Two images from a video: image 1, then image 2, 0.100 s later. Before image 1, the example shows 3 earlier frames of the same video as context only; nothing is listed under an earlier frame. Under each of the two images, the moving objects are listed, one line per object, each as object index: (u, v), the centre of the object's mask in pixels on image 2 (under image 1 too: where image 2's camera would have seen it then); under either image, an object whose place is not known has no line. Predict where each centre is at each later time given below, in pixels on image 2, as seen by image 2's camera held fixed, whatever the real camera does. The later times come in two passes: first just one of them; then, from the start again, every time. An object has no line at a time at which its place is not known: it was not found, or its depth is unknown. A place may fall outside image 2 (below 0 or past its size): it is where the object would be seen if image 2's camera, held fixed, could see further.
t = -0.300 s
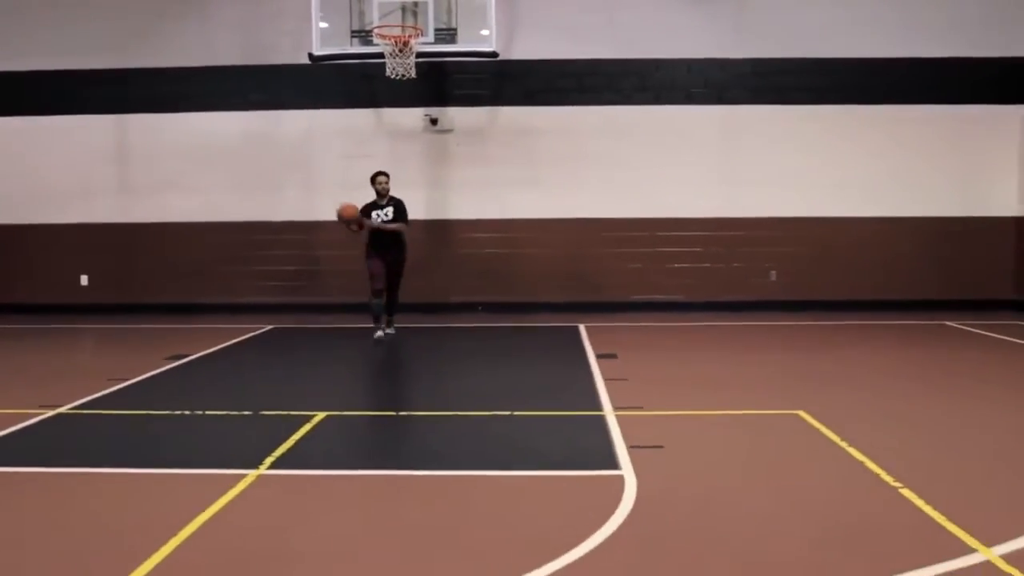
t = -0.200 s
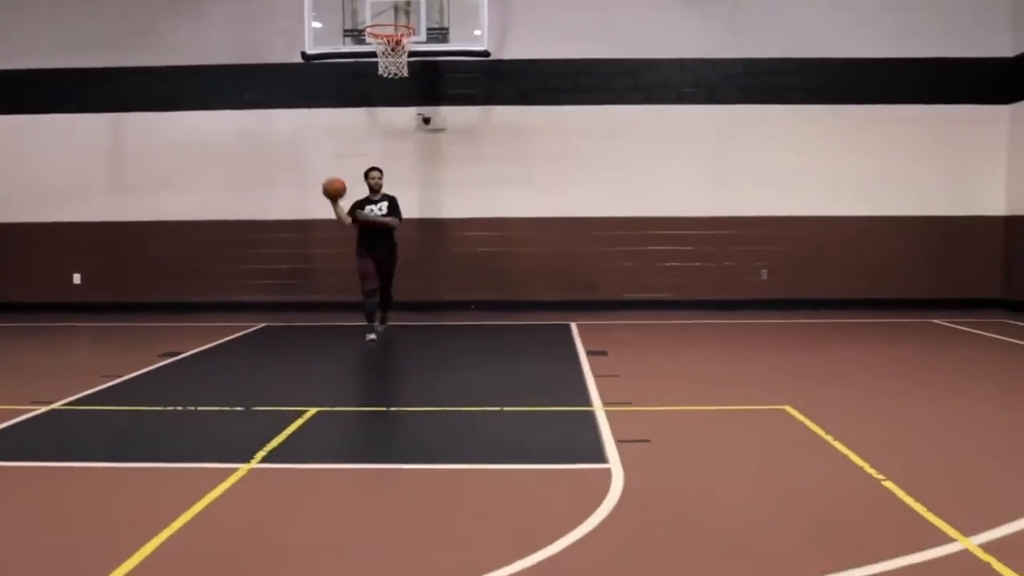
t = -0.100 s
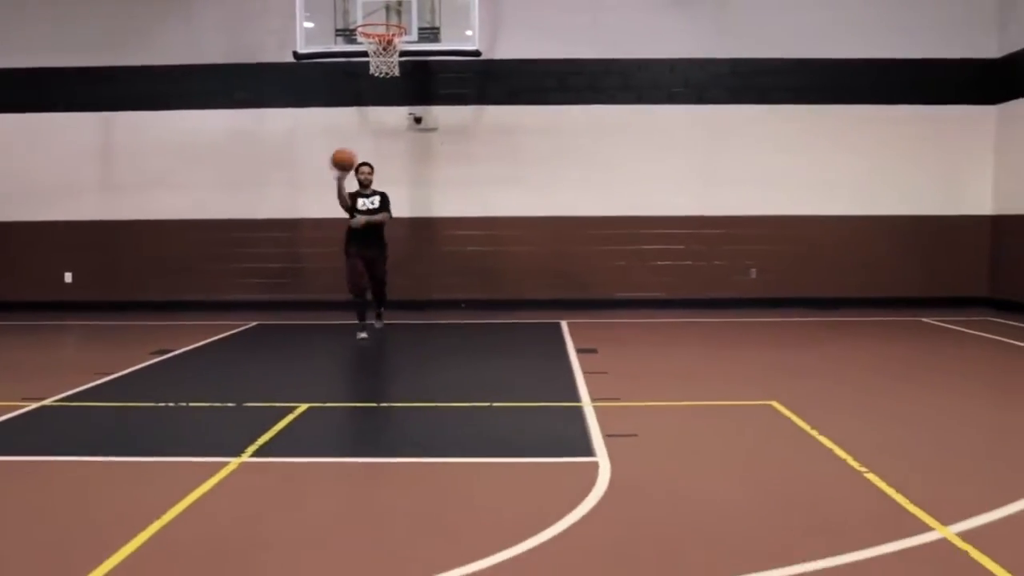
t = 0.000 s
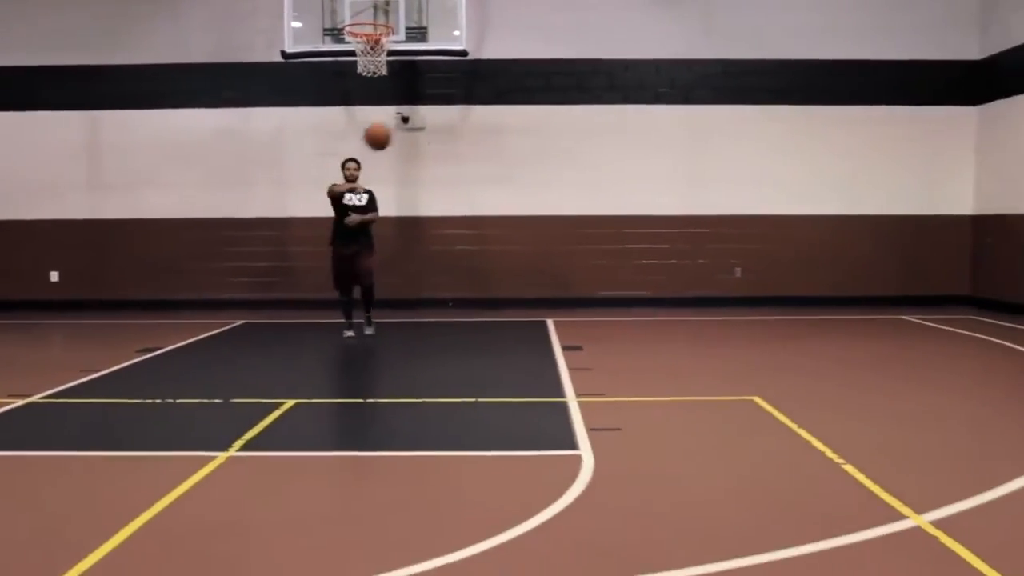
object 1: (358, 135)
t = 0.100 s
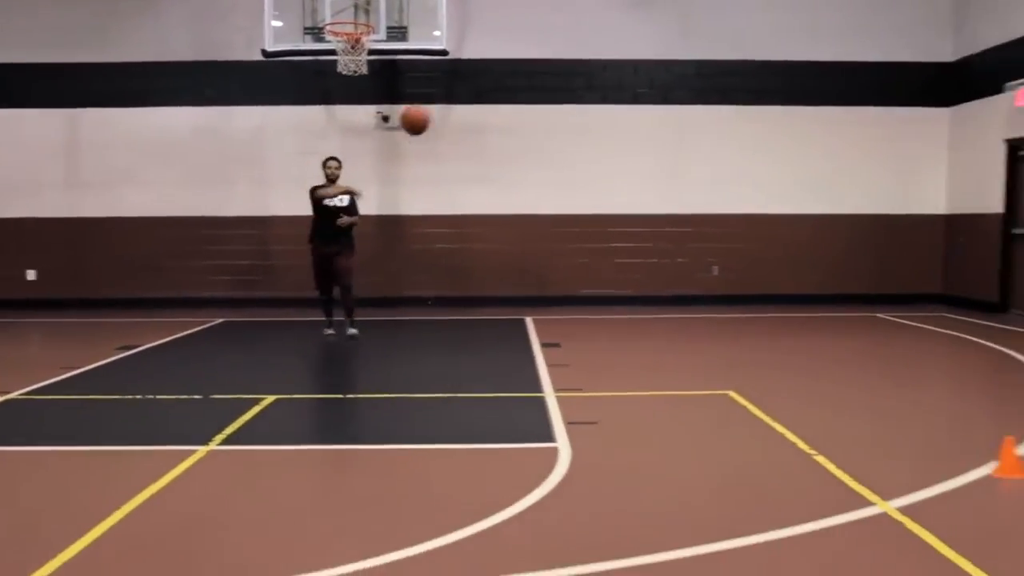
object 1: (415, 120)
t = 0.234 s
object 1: (510, 114)
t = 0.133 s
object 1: (436, 116)
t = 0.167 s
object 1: (459, 113)
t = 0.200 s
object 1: (483, 113)
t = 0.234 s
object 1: (510, 114)
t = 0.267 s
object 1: (537, 116)
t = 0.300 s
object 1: (567, 120)
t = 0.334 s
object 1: (599, 127)
